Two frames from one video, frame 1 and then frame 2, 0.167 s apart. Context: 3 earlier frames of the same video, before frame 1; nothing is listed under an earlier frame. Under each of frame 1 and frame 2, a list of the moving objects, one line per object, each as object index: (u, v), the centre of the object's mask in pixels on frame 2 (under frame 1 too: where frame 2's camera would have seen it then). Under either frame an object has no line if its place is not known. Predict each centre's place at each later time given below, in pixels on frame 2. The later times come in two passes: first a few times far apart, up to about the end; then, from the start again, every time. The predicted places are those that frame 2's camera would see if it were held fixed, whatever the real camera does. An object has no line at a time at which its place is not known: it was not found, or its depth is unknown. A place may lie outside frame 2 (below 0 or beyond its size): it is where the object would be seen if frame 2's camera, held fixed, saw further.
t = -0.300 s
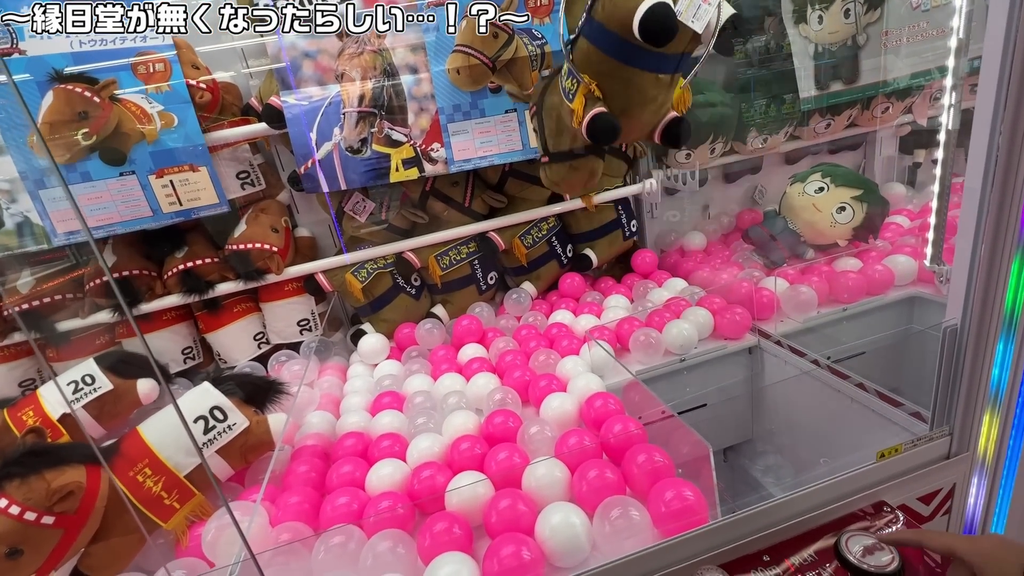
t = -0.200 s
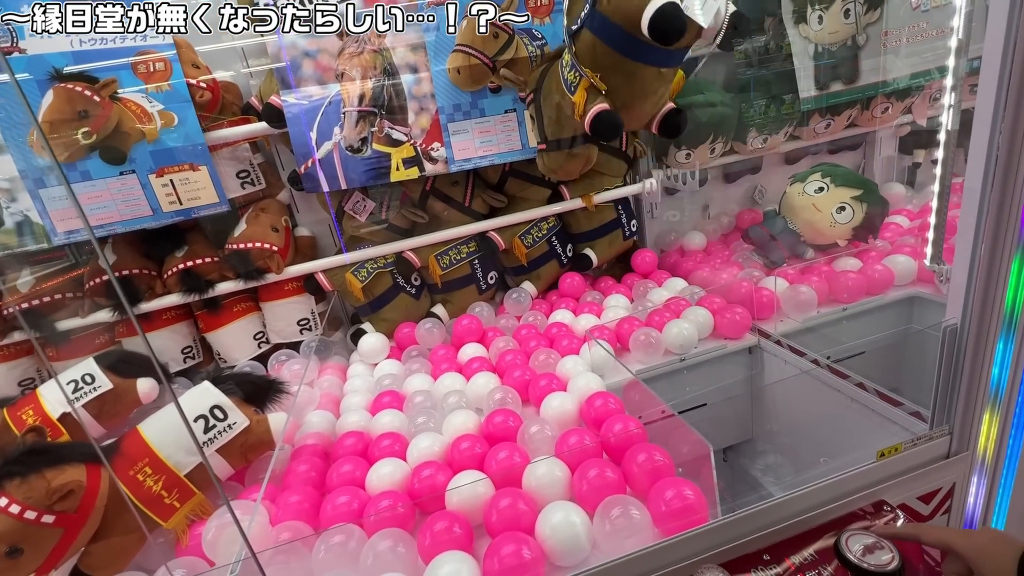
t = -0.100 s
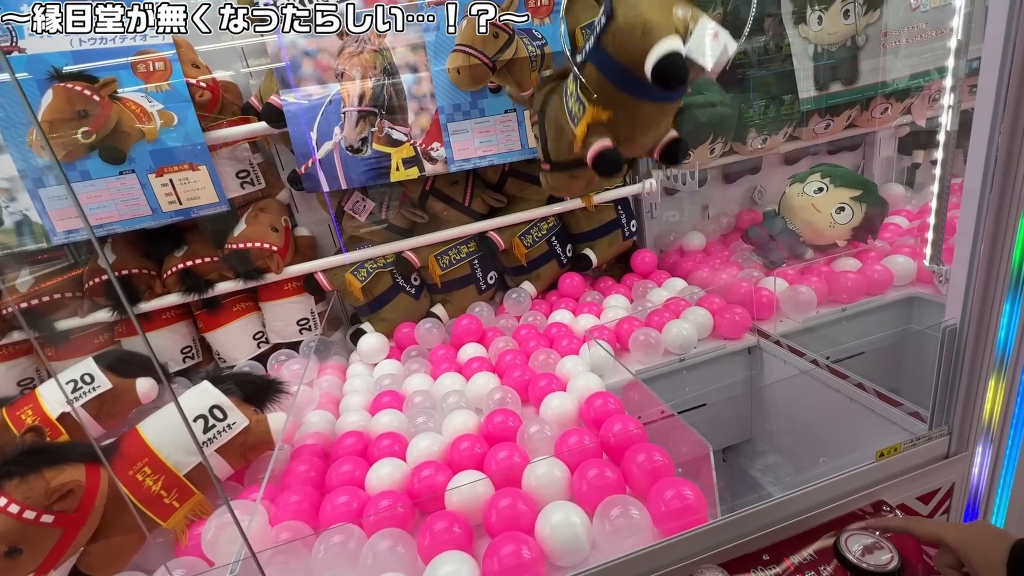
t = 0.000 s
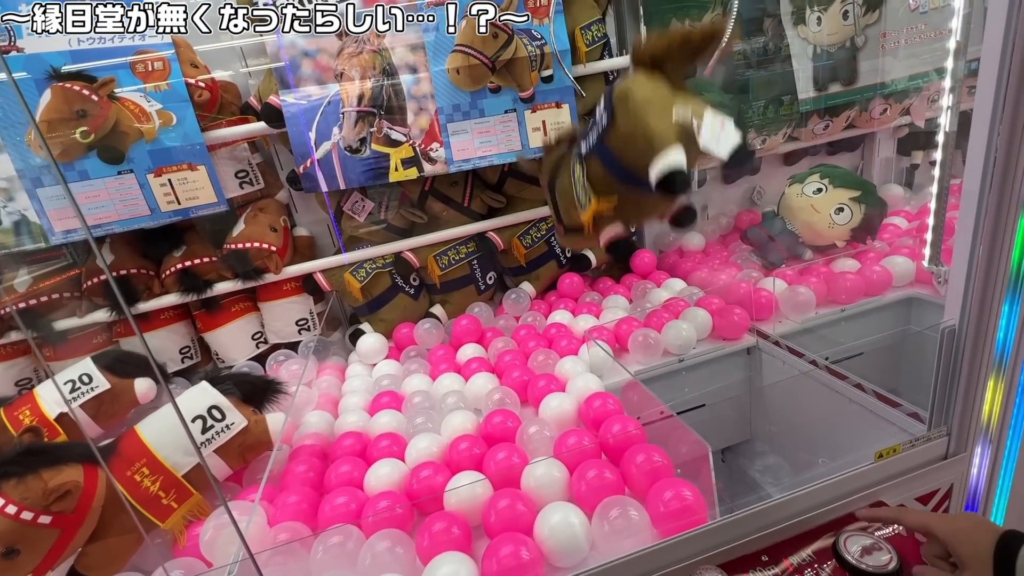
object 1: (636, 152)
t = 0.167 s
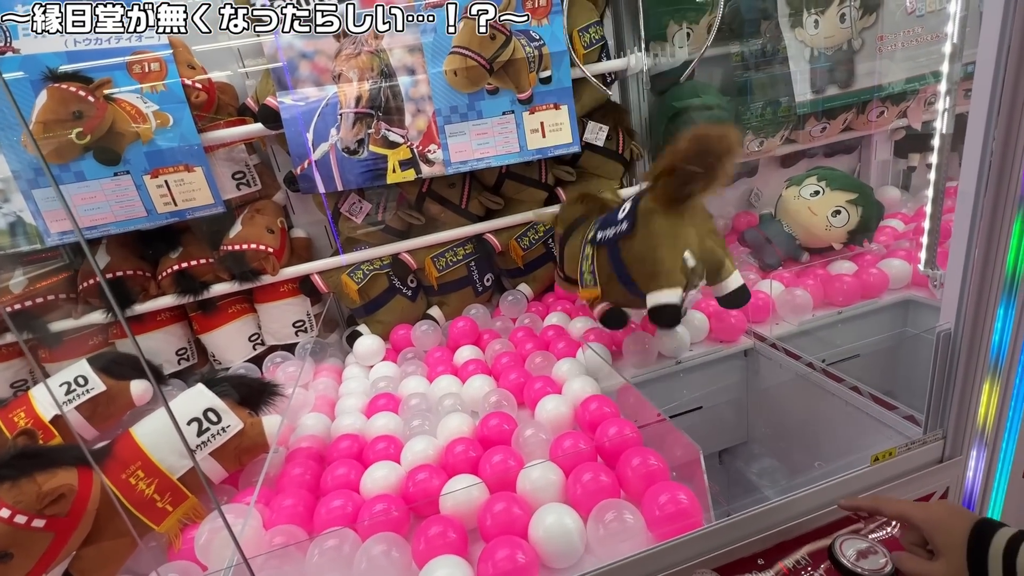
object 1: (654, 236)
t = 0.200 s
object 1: (659, 233)
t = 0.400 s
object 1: (685, 263)
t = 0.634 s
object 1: (679, 259)
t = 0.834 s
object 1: (669, 259)
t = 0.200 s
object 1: (659, 233)
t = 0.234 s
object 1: (665, 231)
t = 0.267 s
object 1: (669, 236)
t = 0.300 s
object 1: (675, 246)
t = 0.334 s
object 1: (683, 258)
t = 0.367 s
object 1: (687, 264)
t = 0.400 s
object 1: (685, 263)
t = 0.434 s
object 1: (681, 258)
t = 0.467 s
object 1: (676, 254)
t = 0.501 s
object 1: (678, 256)
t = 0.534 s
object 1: (682, 260)
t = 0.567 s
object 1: (684, 261)
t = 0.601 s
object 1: (682, 259)
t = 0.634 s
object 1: (679, 259)
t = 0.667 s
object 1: (675, 258)
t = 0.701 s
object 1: (676, 257)
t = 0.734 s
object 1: (674, 259)
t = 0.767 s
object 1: (673, 260)
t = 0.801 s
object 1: (671, 259)
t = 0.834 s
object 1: (669, 259)
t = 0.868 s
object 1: (667, 258)
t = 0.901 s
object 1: (669, 259)
